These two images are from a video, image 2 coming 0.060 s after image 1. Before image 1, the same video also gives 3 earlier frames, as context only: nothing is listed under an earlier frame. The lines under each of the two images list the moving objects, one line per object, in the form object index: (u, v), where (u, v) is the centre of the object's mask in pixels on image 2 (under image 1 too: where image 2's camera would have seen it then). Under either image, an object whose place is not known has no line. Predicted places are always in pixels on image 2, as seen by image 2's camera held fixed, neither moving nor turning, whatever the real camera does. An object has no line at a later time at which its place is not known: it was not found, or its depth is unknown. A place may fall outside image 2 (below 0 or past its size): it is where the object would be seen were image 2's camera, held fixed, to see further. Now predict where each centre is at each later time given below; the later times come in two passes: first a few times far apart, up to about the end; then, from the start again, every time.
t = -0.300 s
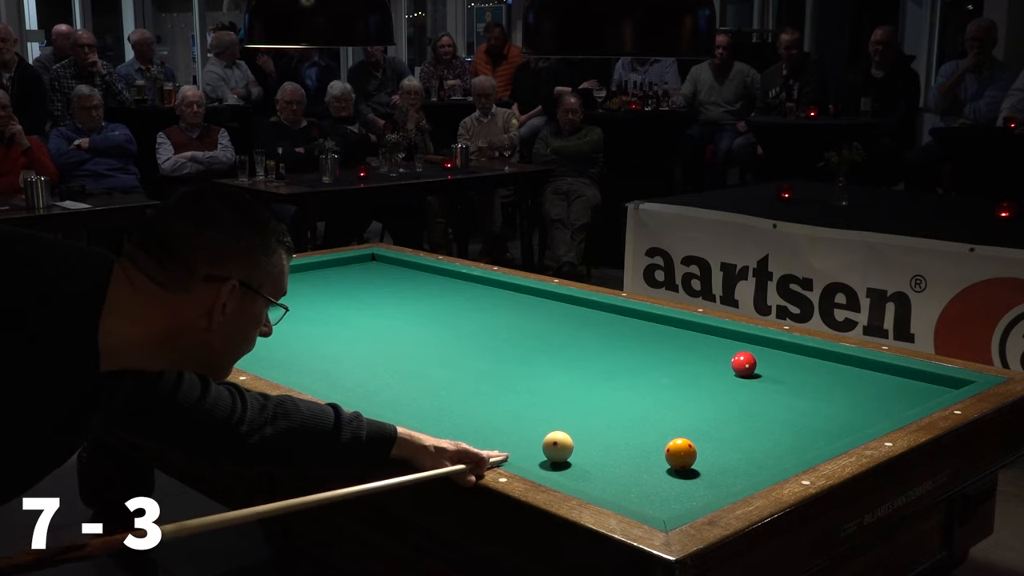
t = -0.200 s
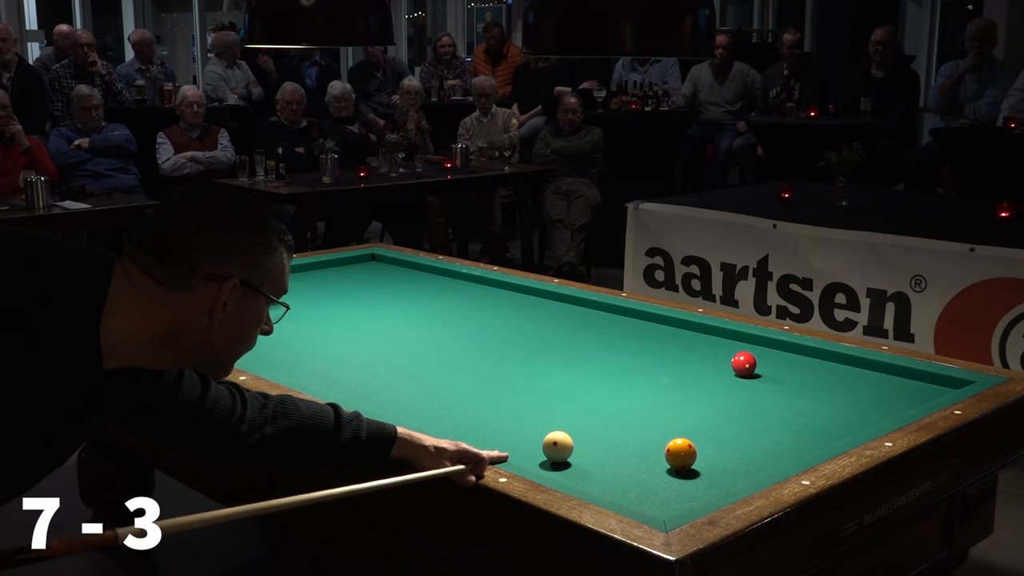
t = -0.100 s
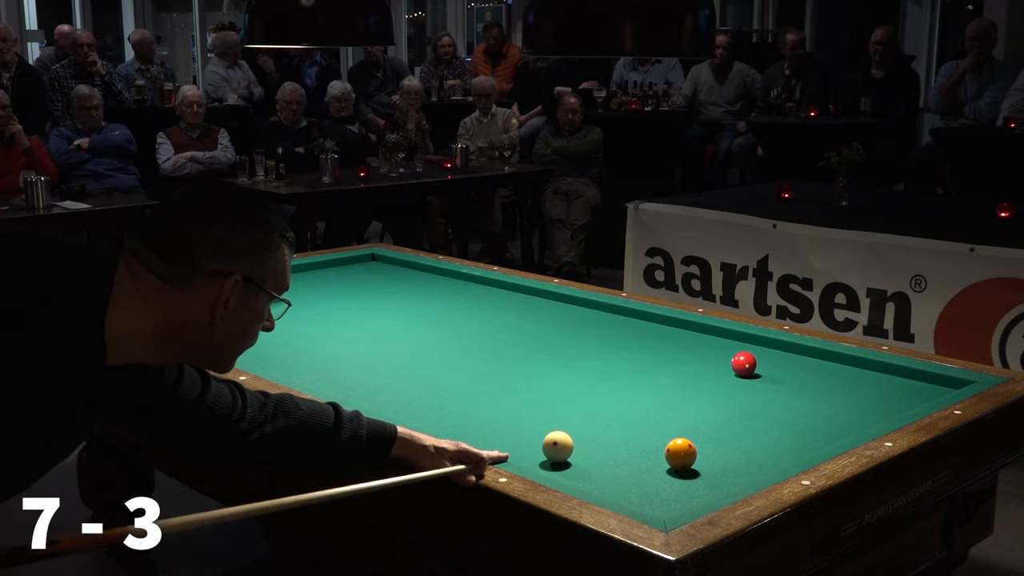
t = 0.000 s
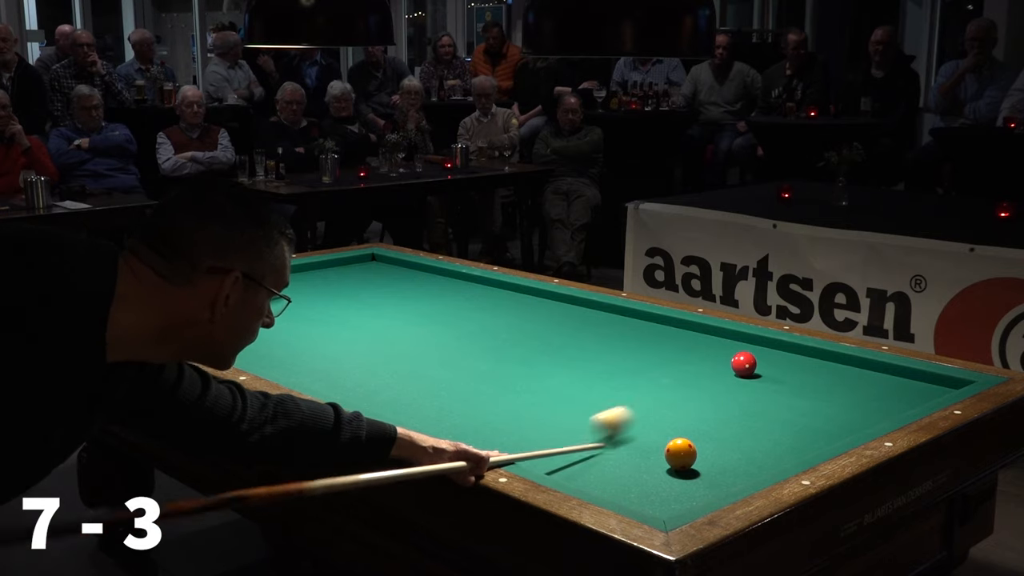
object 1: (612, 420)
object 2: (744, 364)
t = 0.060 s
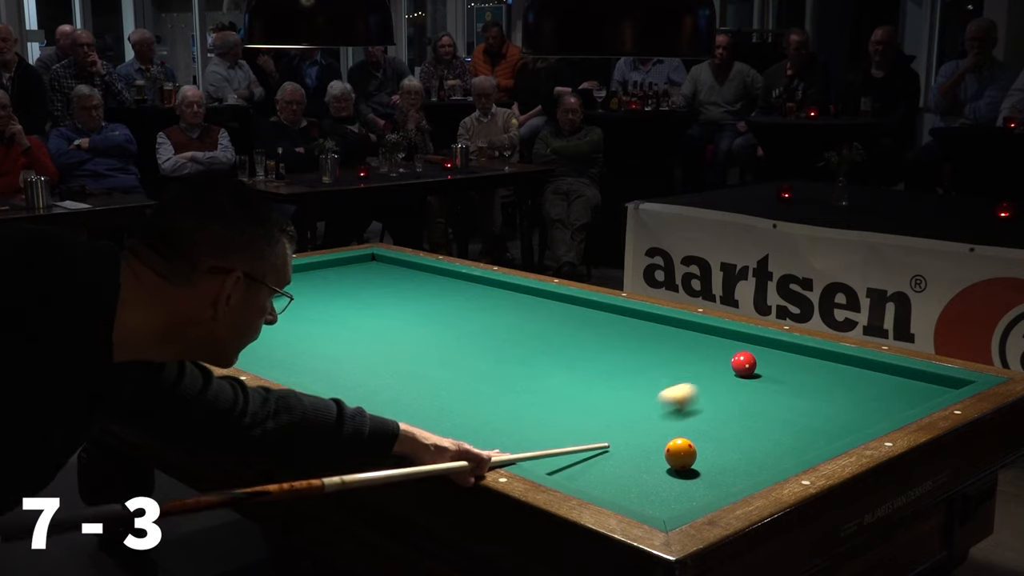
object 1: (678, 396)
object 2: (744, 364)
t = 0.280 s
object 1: (892, 376)
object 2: (700, 332)
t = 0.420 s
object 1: (854, 401)
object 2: (641, 322)
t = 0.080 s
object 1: (698, 388)
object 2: (744, 364)
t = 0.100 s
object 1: (717, 381)
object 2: (744, 364)
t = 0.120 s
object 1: (735, 375)
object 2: (745, 359)
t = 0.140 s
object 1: (754, 370)
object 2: (740, 357)
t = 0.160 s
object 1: (777, 369)
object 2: (736, 358)
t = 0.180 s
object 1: (802, 368)
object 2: (729, 353)
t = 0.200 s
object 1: (825, 367)
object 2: (723, 349)
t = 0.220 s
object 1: (848, 366)
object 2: (716, 344)
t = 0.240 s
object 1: (871, 366)
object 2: (710, 340)
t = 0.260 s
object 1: (884, 369)
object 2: (705, 336)
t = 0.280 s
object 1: (892, 376)
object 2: (700, 332)
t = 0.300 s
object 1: (900, 382)
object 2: (694, 329)
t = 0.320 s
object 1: (908, 389)
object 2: (689, 325)
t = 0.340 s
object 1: (915, 394)
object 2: (680, 324)
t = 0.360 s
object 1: (913, 398)
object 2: (670, 323)
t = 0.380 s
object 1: (895, 401)
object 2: (661, 323)
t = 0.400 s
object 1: (874, 401)
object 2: (651, 323)
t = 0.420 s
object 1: (854, 401)
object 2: (641, 322)
